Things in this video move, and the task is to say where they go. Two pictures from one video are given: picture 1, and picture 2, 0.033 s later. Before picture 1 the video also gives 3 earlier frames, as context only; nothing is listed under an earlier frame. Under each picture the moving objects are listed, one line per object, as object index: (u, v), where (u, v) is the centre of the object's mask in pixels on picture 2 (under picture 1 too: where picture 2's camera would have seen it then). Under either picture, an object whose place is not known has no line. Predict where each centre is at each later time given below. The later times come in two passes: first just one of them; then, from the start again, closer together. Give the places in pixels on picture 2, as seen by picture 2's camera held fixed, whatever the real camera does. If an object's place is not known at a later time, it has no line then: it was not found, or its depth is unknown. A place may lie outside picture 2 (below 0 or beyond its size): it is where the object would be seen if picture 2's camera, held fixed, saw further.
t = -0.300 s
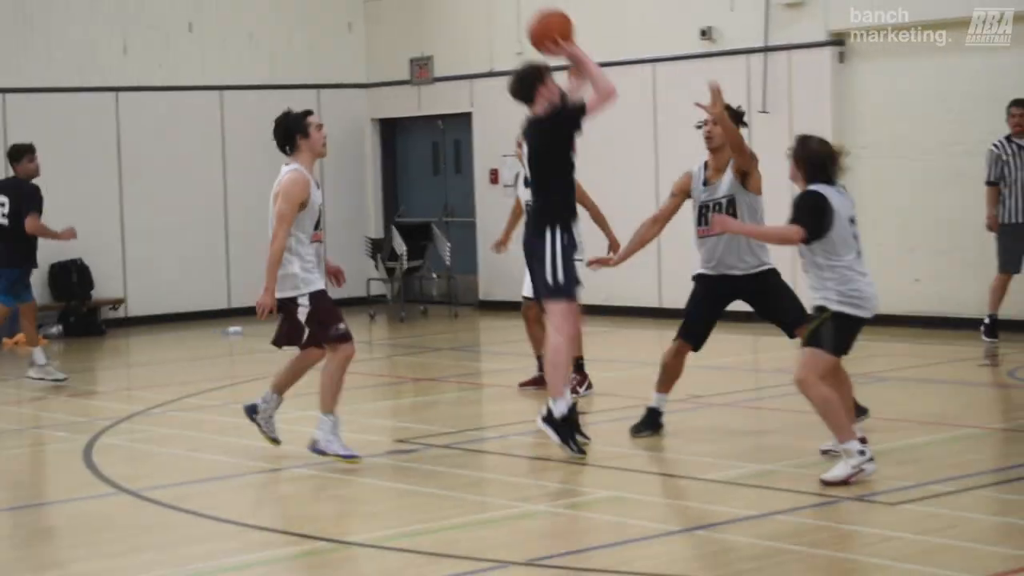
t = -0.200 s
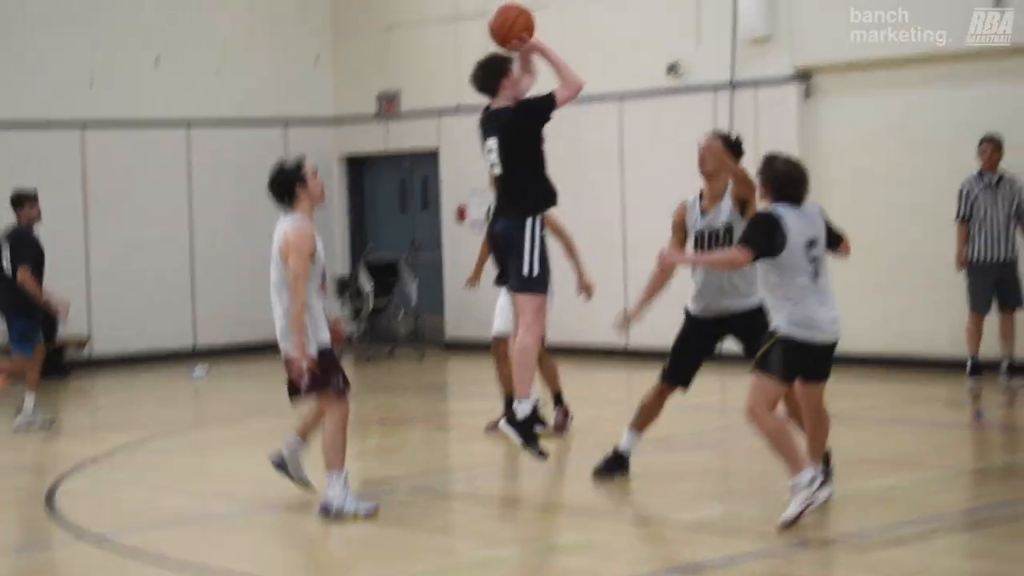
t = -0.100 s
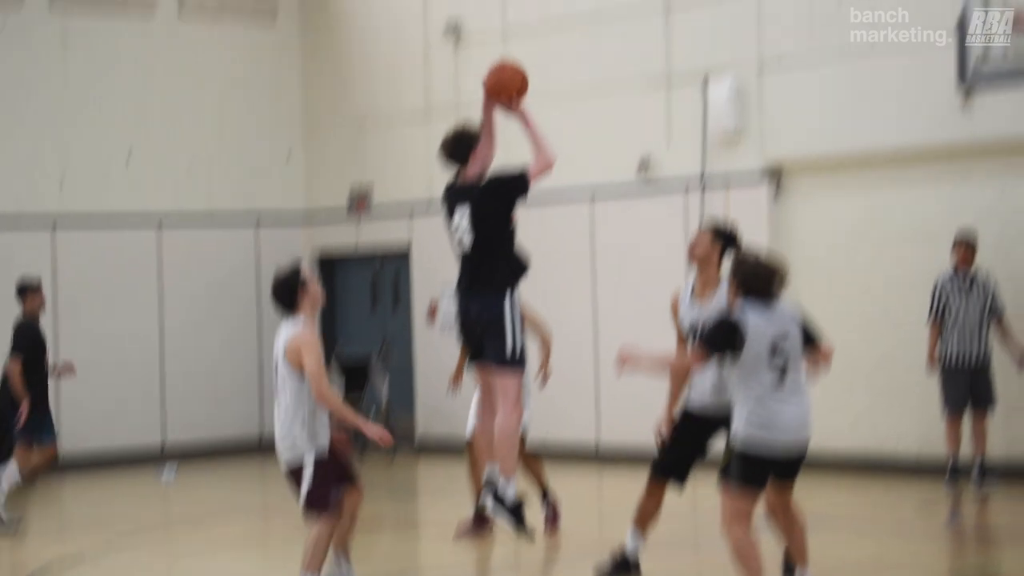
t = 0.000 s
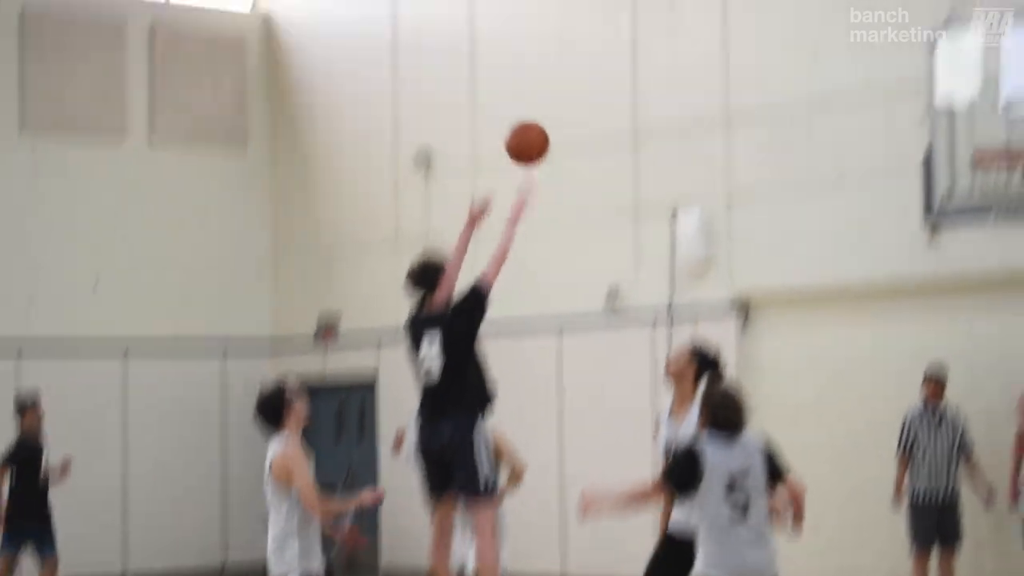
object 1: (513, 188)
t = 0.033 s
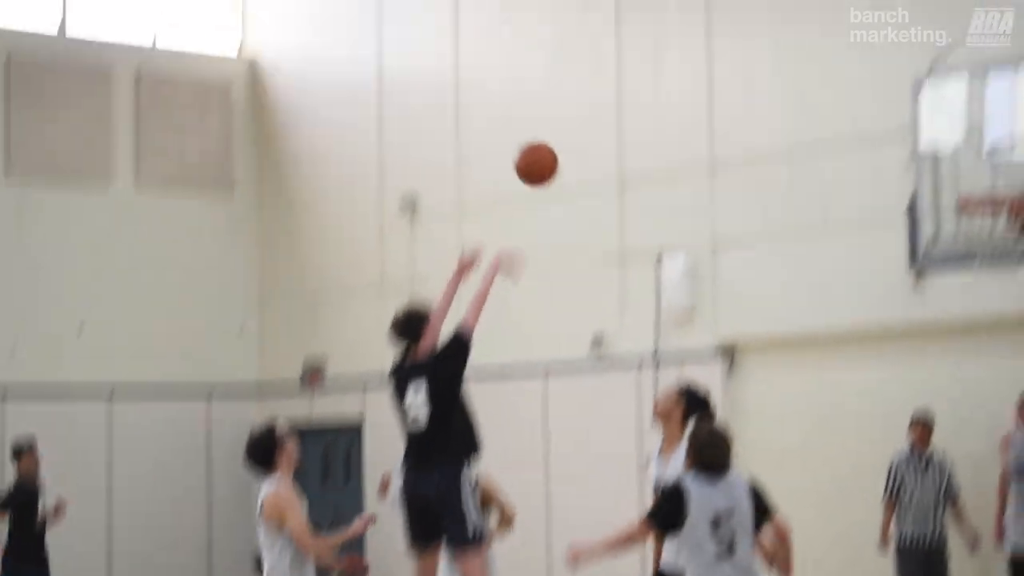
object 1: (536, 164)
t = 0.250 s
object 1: (680, 65)
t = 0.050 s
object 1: (548, 152)
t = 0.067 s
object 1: (559, 141)
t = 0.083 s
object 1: (571, 131)
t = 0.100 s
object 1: (582, 122)
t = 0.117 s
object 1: (594, 113)
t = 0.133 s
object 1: (605, 105)
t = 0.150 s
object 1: (616, 98)
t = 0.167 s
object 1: (627, 91)
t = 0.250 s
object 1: (680, 65)
